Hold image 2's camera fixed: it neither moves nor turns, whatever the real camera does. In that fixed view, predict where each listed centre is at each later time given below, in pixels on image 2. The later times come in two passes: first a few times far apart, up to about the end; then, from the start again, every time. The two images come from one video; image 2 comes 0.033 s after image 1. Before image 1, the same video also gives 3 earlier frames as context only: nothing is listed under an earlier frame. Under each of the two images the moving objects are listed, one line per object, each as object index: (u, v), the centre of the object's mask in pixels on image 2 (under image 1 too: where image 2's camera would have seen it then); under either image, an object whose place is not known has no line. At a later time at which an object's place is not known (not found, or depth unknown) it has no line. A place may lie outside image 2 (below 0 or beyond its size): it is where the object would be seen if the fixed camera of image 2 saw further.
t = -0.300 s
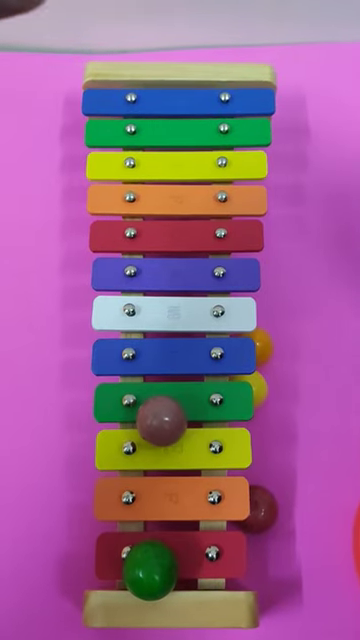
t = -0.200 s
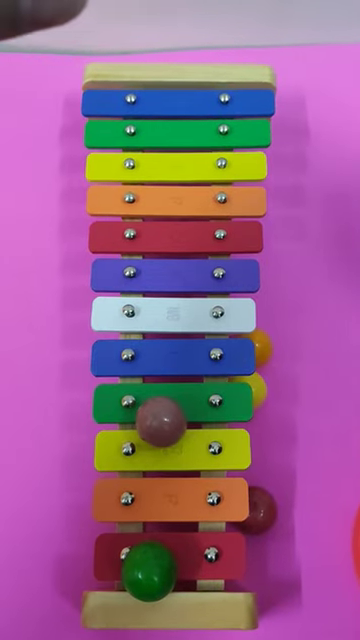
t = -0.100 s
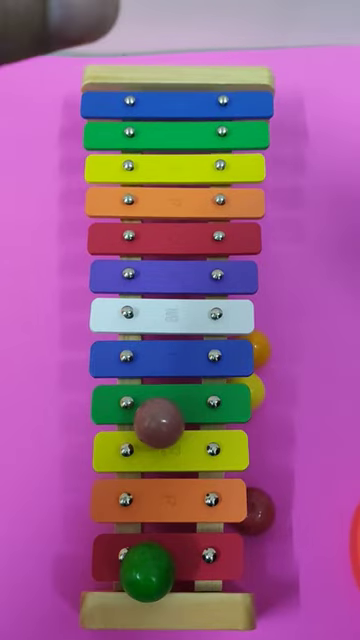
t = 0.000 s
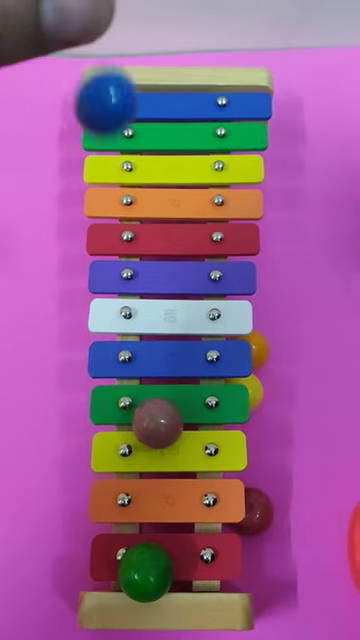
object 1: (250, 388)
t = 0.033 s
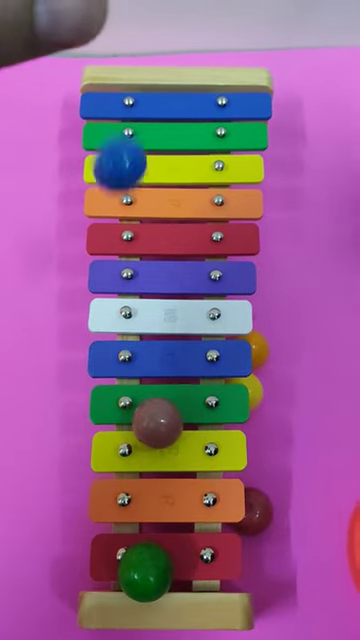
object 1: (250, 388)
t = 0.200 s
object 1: (263, 389)
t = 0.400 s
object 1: (275, 381)
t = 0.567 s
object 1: (271, 384)
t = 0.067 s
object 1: (250, 388)
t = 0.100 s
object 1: (253, 389)
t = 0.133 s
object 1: (258, 391)
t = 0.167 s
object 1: (260, 390)
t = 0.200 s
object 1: (263, 389)
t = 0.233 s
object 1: (266, 387)
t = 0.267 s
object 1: (269, 385)
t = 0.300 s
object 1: (272, 383)
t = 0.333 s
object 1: (274, 382)
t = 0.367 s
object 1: (274, 381)
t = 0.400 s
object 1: (275, 381)
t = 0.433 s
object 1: (275, 381)
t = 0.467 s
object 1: (275, 381)
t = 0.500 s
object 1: (274, 381)
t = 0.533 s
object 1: (274, 382)
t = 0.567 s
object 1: (271, 384)
